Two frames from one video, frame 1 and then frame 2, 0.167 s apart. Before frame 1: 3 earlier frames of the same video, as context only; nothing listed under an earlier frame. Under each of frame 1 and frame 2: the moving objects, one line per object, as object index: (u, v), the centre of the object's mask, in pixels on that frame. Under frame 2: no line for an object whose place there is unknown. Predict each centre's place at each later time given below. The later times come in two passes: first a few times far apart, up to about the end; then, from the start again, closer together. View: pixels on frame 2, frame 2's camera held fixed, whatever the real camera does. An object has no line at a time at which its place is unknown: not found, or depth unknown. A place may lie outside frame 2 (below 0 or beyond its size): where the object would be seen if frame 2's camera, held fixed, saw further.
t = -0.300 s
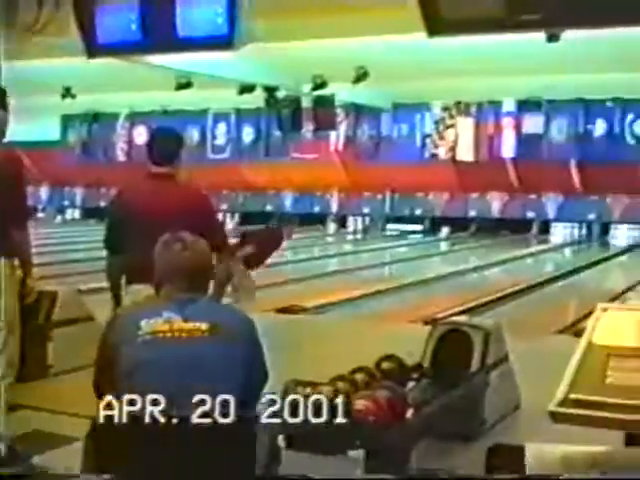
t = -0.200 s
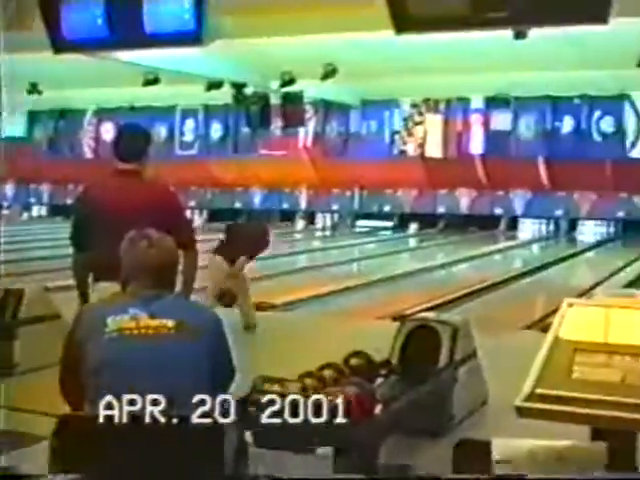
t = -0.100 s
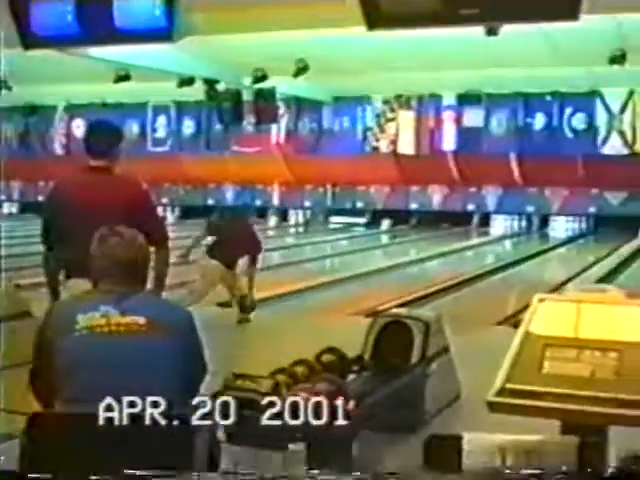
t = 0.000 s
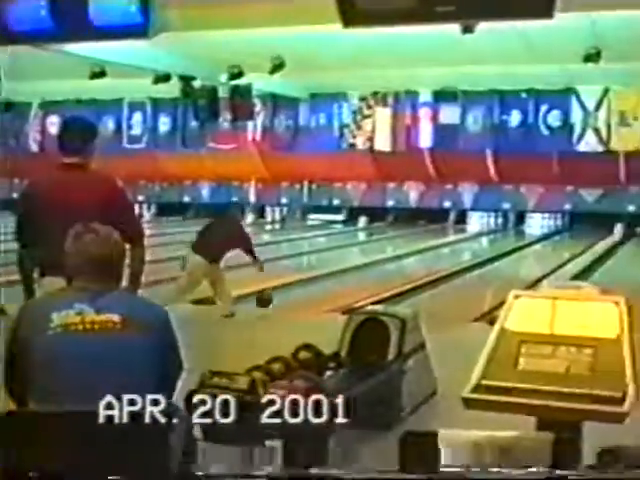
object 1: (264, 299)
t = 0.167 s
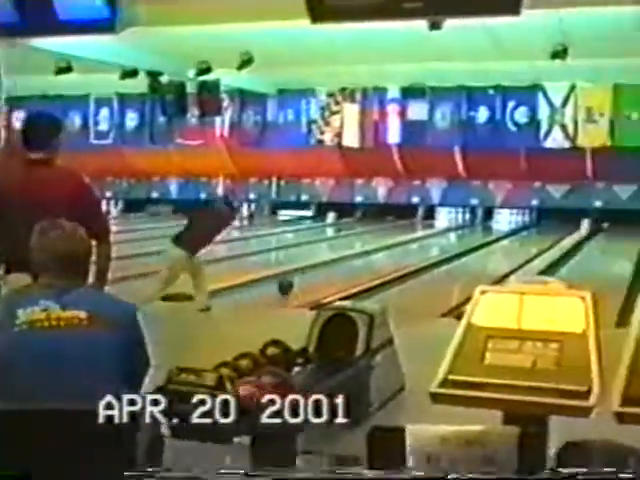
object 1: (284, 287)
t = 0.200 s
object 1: (294, 285)
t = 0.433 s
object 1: (349, 270)
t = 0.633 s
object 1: (385, 260)
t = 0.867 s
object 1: (419, 251)
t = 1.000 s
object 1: (435, 247)
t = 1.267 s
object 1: (461, 239)
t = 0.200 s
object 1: (294, 285)
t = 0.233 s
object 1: (302, 282)
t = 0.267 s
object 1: (311, 280)
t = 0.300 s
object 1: (319, 278)
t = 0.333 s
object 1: (327, 276)
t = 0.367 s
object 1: (334, 274)
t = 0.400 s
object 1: (342, 271)
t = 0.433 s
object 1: (349, 270)
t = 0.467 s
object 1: (355, 268)
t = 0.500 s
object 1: (361, 266)
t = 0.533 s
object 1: (368, 265)
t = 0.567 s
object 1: (373, 263)
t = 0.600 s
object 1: (380, 261)
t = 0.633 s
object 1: (385, 260)
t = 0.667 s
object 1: (390, 259)
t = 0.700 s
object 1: (395, 258)
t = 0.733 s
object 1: (401, 257)
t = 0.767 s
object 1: (405, 255)
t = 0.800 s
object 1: (410, 254)
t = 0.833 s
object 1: (414, 252)
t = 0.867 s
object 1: (419, 251)
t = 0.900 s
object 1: (423, 250)
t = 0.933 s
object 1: (426, 248)
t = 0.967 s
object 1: (431, 247)
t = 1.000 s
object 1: (435, 247)
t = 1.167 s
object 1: (452, 242)
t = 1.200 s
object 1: (456, 240)
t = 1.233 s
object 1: (459, 240)
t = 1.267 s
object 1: (461, 239)
